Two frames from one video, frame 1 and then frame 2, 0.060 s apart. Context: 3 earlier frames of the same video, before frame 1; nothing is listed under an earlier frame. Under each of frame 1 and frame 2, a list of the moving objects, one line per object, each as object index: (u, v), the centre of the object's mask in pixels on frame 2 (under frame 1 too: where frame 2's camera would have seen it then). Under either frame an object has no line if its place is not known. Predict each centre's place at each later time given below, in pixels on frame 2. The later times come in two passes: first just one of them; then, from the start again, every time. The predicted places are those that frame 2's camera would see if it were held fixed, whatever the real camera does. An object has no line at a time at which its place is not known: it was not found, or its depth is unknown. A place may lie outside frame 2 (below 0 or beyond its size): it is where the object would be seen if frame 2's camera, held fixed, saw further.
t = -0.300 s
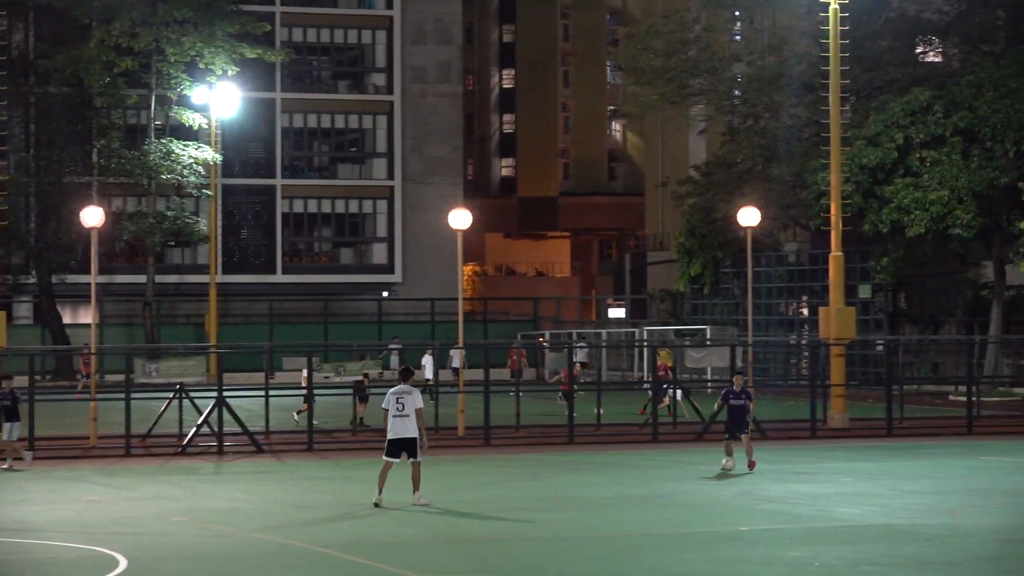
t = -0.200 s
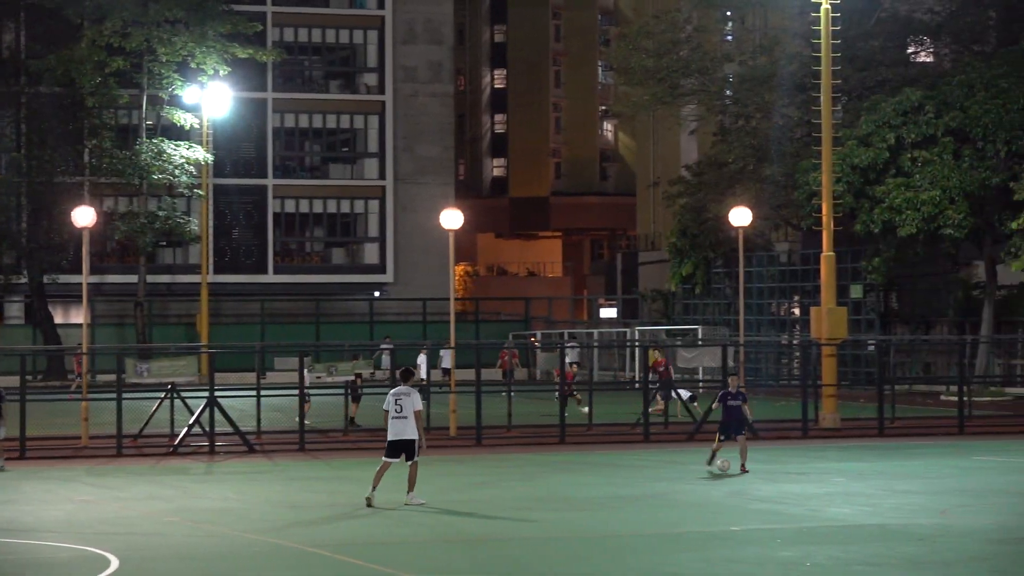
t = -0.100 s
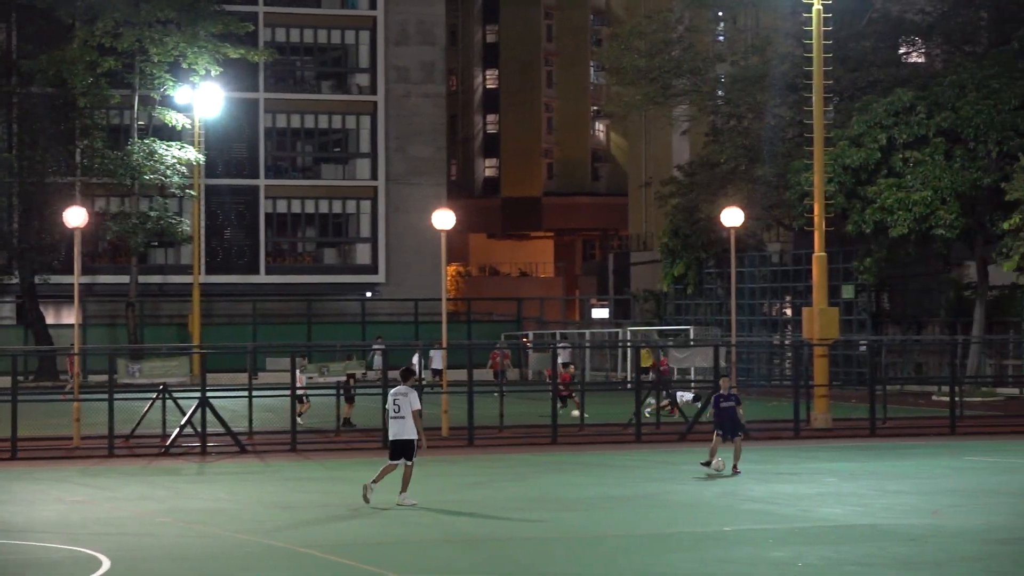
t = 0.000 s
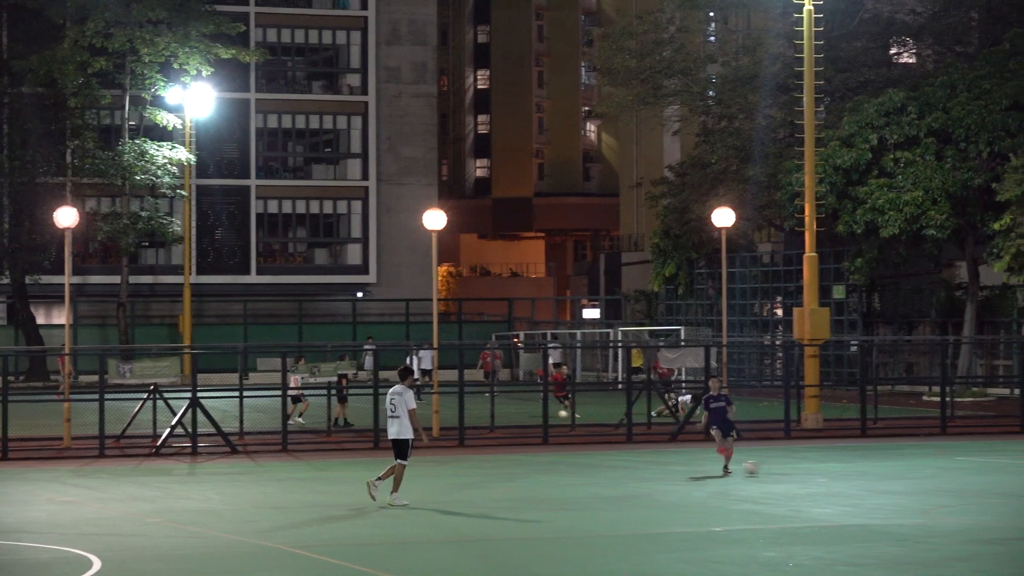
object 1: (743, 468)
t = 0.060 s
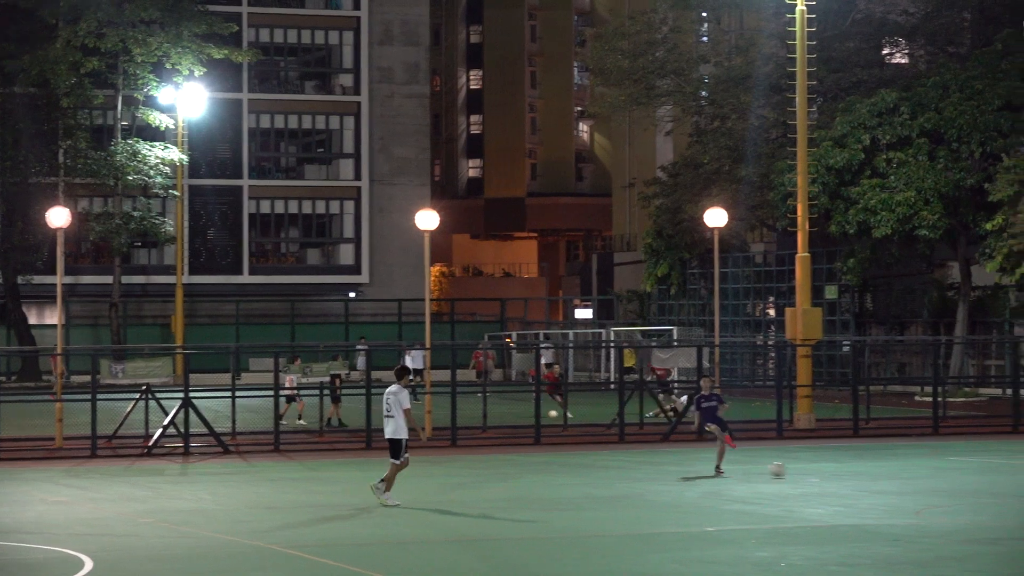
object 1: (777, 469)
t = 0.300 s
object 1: (913, 476)
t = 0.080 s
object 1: (788, 471)
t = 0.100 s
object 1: (801, 472)
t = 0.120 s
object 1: (811, 471)
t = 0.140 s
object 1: (822, 471)
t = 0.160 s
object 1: (834, 471)
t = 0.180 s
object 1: (844, 471)
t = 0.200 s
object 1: (856, 472)
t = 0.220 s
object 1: (868, 473)
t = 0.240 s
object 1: (879, 475)
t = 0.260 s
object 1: (891, 477)
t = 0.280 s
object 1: (902, 477)
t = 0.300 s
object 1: (913, 476)
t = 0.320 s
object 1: (924, 476)
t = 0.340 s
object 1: (936, 477)
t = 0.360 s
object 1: (947, 478)
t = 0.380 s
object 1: (959, 479)
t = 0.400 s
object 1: (971, 480)
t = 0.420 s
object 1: (983, 482)
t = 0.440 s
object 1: (995, 484)
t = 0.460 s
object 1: (1007, 487)
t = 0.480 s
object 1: (1018, 487)
